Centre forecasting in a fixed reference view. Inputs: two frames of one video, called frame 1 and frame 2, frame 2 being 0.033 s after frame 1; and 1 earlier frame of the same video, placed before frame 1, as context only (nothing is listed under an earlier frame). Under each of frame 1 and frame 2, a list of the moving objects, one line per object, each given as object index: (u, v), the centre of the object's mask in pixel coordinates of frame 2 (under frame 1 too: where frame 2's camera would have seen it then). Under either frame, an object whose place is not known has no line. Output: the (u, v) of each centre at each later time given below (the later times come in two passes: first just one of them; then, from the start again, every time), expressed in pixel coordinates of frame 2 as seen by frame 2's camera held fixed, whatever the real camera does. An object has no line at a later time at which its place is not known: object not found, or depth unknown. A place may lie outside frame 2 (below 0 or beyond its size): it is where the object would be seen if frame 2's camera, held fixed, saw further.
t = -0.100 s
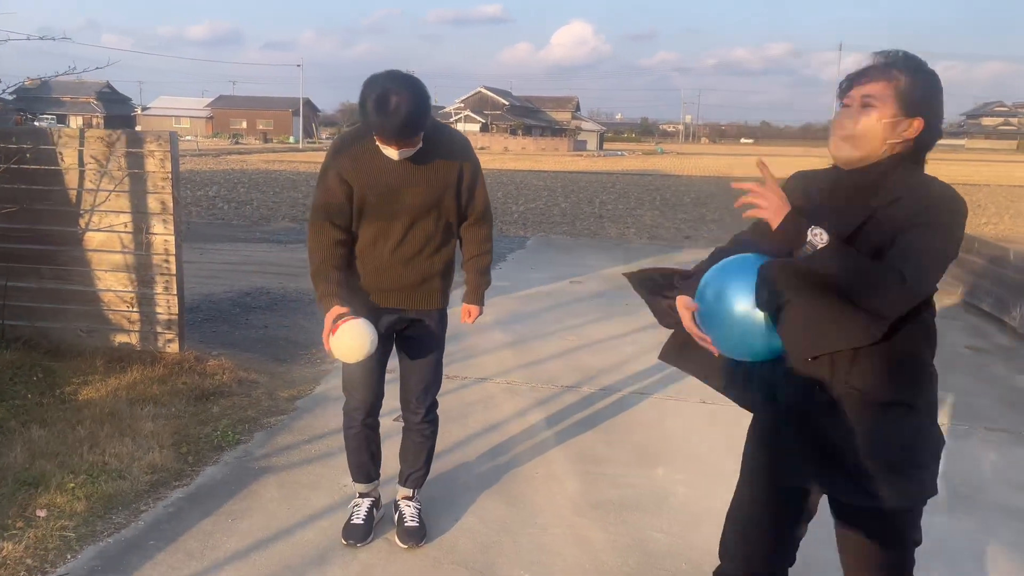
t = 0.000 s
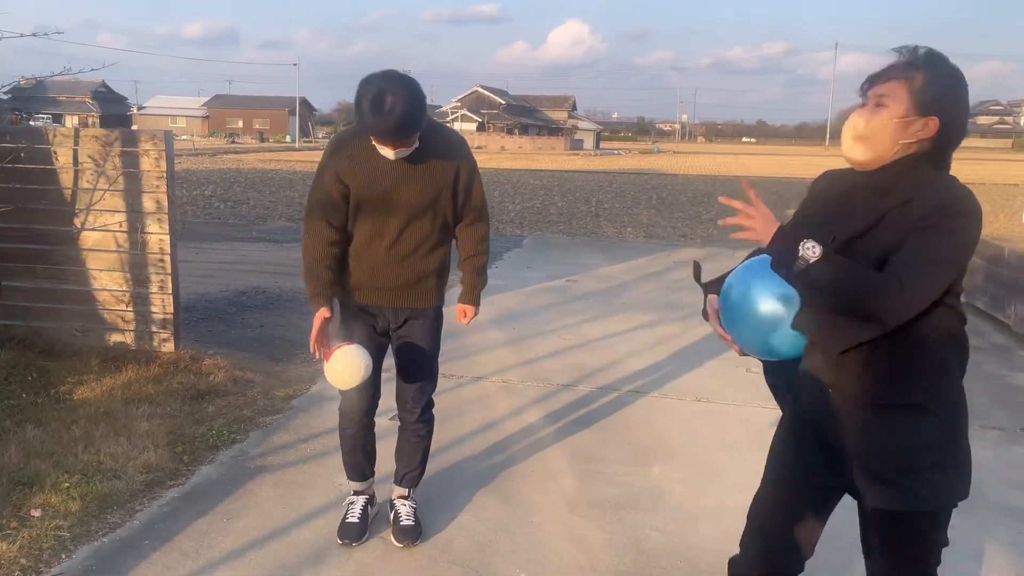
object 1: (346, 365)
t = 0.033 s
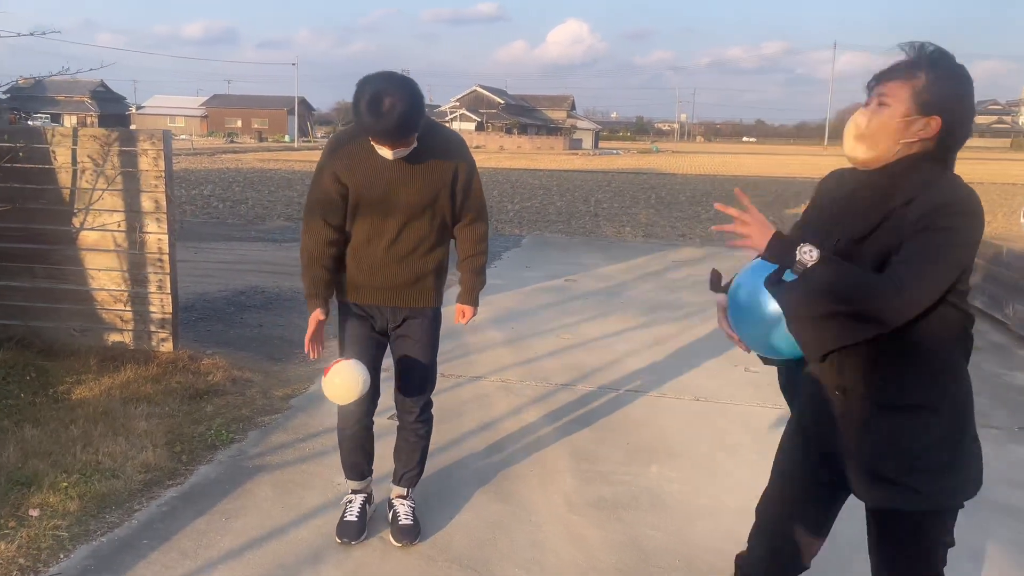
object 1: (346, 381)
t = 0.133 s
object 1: (343, 447)
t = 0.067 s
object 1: (345, 400)
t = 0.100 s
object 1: (344, 422)
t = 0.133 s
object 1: (343, 447)
